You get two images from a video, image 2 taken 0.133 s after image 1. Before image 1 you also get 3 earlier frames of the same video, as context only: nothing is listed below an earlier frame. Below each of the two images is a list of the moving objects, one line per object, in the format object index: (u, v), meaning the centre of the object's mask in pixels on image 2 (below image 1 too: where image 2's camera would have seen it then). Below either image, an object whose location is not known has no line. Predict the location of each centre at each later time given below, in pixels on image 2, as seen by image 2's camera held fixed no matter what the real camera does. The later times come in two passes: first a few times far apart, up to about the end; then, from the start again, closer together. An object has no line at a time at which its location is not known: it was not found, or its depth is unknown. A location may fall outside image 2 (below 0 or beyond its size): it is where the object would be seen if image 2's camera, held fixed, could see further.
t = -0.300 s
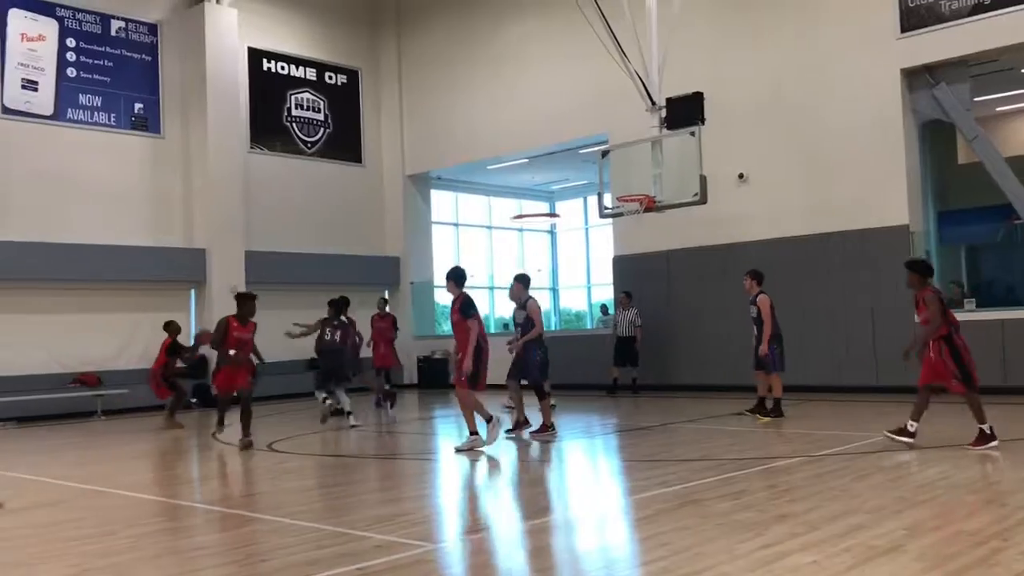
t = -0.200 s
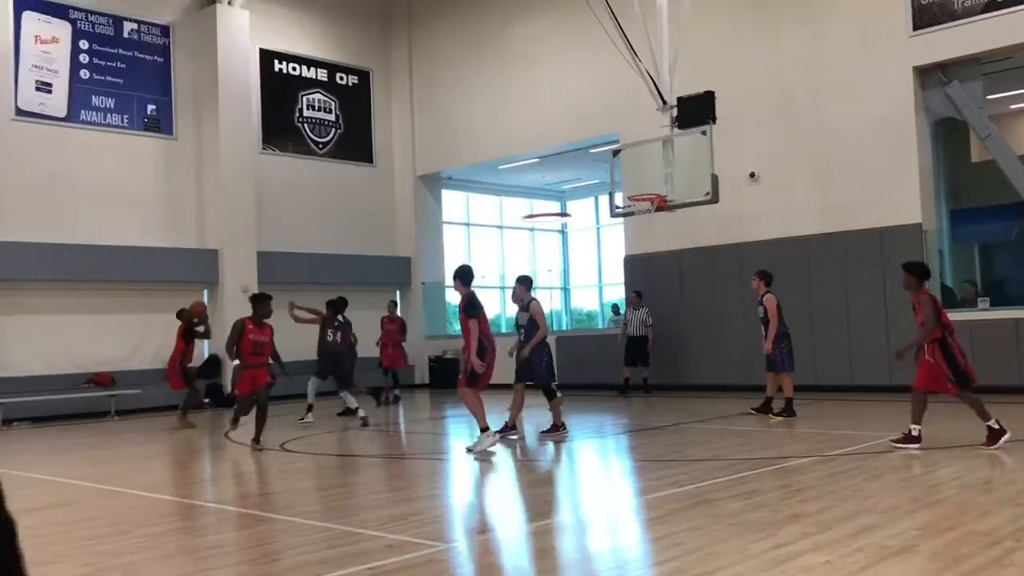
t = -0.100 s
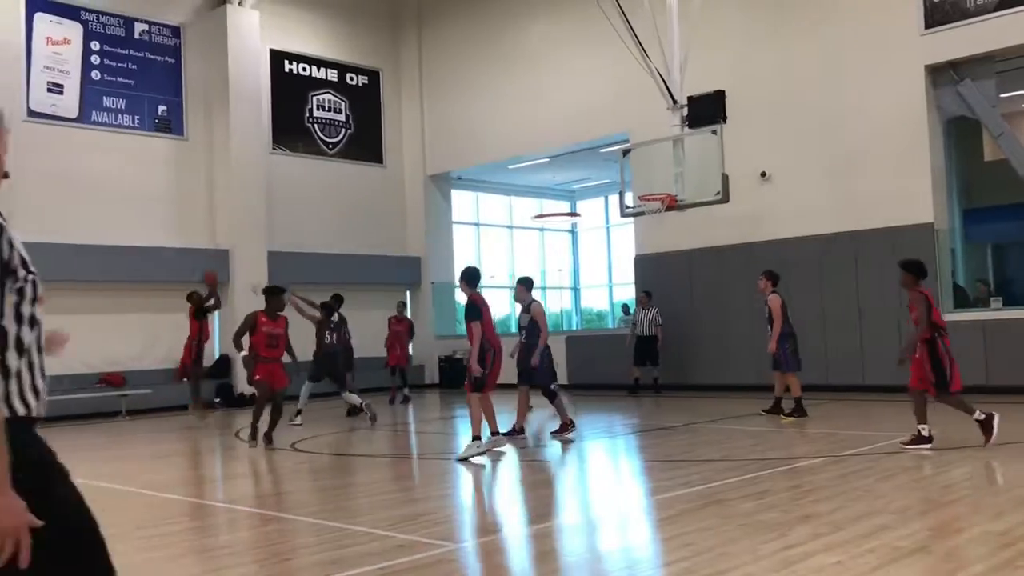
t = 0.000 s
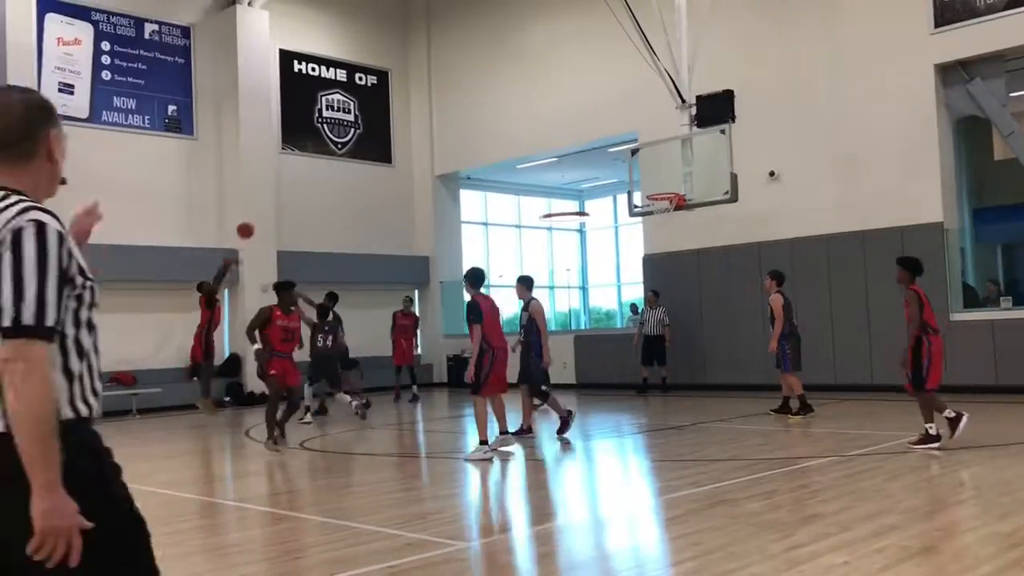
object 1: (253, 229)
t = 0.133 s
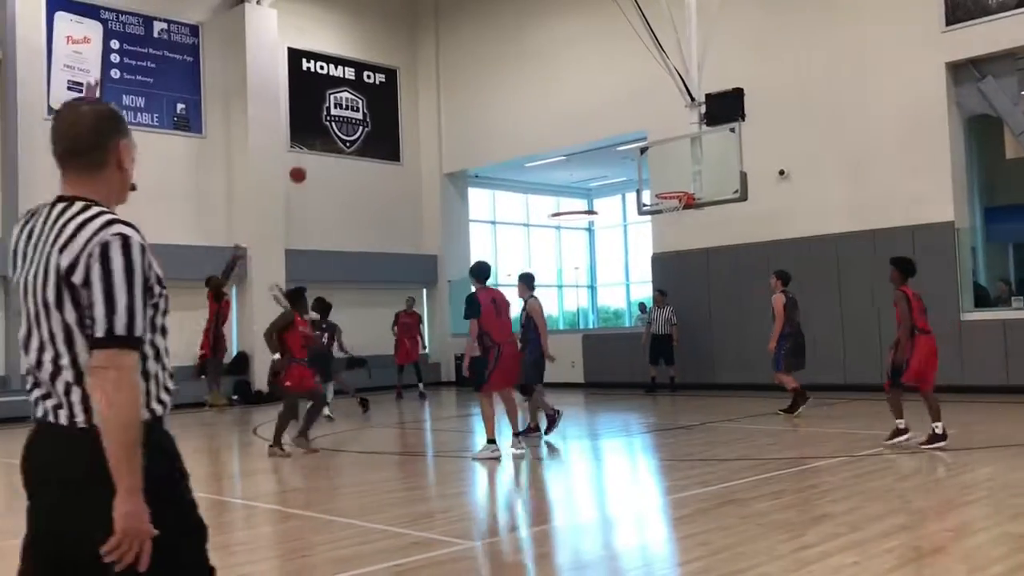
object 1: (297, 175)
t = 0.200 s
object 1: (320, 151)
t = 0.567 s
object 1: (440, 82)
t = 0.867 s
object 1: (536, 92)
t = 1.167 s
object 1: (631, 159)
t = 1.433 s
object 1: (670, 147)
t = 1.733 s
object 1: (675, 122)
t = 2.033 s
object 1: (671, 155)
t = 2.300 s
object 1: (674, 174)
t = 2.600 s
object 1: (674, 186)
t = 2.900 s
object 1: (665, 217)
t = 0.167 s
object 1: (309, 163)
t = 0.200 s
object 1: (320, 151)
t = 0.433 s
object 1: (397, 97)
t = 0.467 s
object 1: (408, 92)
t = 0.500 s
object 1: (419, 88)
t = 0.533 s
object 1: (429, 85)
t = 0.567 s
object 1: (440, 82)
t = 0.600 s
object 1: (450, 80)
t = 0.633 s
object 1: (461, 79)
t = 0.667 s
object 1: (472, 79)
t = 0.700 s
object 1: (482, 79)
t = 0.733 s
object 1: (493, 80)
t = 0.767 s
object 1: (504, 82)
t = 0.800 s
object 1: (514, 84)
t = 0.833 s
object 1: (525, 88)
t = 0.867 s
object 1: (536, 92)
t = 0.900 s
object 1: (546, 96)
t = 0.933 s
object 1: (556, 102)
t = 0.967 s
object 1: (567, 108)
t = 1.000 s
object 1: (578, 114)
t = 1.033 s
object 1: (589, 122)
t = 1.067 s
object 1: (599, 130)
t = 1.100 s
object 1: (610, 139)
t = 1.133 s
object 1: (620, 149)
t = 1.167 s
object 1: (631, 159)
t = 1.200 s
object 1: (641, 170)
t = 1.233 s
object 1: (652, 182)
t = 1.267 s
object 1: (658, 186)
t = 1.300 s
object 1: (660, 177)
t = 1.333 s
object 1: (663, 168)
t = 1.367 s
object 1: (665, 161)
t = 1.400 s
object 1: (668, 153)
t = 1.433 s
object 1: (670, 147)
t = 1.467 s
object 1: (672, 142)
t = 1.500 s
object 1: (675, 137)
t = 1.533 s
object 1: (677, 133)
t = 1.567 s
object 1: (678, 130)
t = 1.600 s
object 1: (677, 127)
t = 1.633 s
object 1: (676, 125)
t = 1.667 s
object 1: (676, 123)
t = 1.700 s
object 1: (675, 122)
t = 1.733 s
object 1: (675, 122)
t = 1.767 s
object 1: (675, 123)
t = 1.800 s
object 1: (674, 124)
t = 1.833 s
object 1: (674, 126)
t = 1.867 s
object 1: (673, 129)
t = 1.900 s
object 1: (673, 133)
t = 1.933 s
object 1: (672, 137)
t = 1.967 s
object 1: (672, 142)
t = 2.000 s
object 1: (672, 148)
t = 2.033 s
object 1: (671, 155)
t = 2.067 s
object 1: (671, 162)
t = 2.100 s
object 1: (671, 170)
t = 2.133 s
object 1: (671, 179)
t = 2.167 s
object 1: (671, 182)
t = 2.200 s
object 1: (672, 179)
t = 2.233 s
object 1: (673, 176)
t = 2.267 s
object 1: (674, 175)
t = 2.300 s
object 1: (674, 174)
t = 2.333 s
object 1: (675, 174)
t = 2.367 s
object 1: (676, 174)
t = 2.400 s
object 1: (677, 176)
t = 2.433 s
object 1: (678, 177)
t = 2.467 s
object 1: (680, 180)
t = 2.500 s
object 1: (681, 183)
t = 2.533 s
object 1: (680, 185)
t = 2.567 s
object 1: (677, 185)
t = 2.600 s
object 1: (674, 186)
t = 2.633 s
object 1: (672, 189)
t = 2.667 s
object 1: (668, 192)
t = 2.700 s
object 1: (666, 195)
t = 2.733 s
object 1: (665, 200)
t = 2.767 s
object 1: (664, 202)
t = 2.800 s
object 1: (664, 205)
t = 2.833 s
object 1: (664, 209)
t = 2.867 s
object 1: (664, 213)
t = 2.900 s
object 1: (665, 217)
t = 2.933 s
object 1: (666, 221)
